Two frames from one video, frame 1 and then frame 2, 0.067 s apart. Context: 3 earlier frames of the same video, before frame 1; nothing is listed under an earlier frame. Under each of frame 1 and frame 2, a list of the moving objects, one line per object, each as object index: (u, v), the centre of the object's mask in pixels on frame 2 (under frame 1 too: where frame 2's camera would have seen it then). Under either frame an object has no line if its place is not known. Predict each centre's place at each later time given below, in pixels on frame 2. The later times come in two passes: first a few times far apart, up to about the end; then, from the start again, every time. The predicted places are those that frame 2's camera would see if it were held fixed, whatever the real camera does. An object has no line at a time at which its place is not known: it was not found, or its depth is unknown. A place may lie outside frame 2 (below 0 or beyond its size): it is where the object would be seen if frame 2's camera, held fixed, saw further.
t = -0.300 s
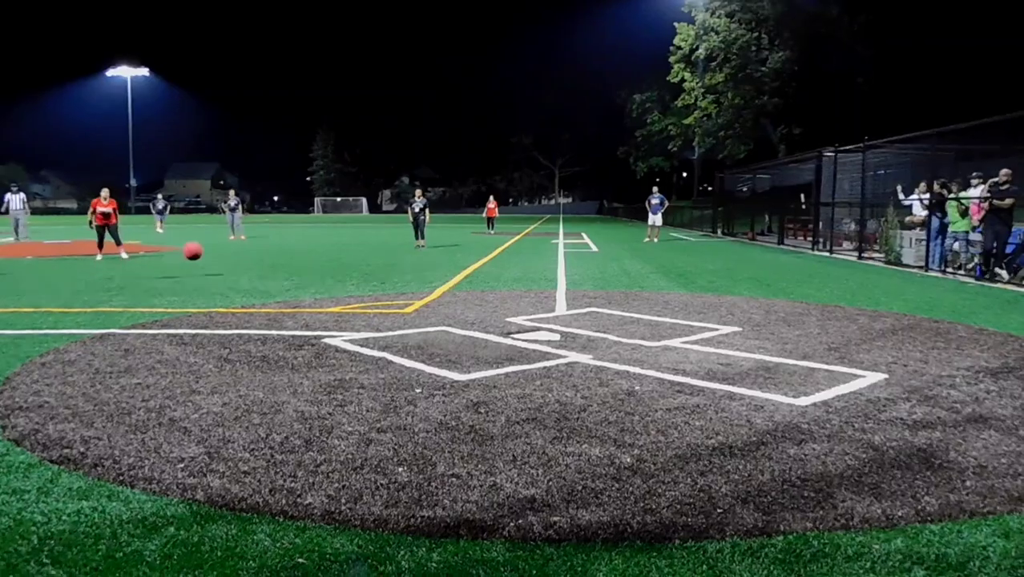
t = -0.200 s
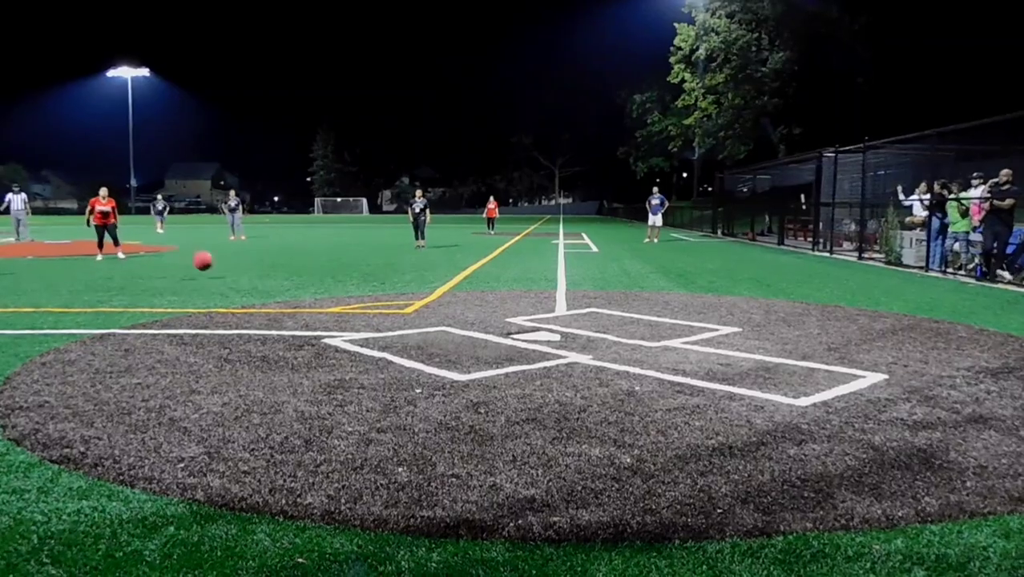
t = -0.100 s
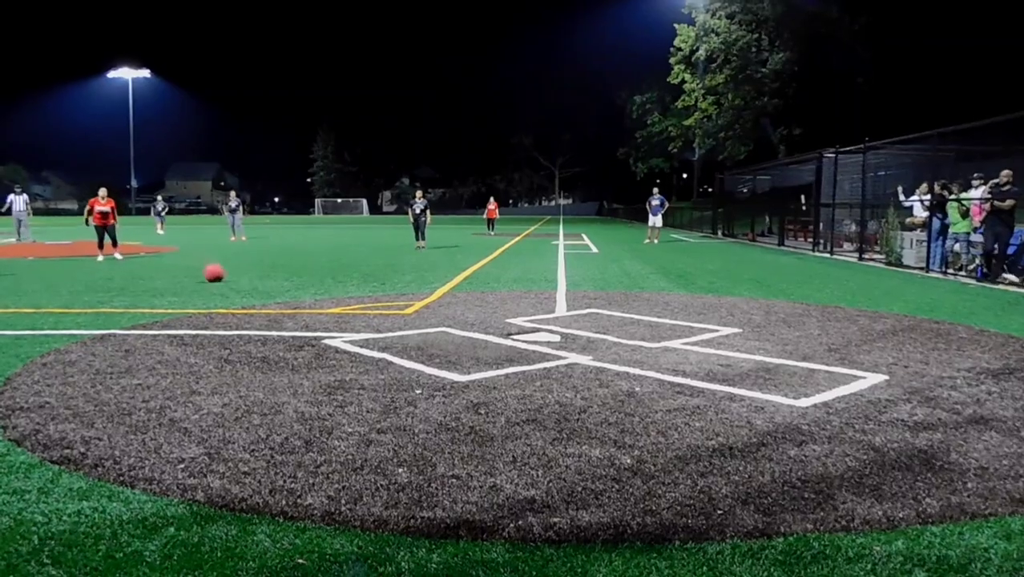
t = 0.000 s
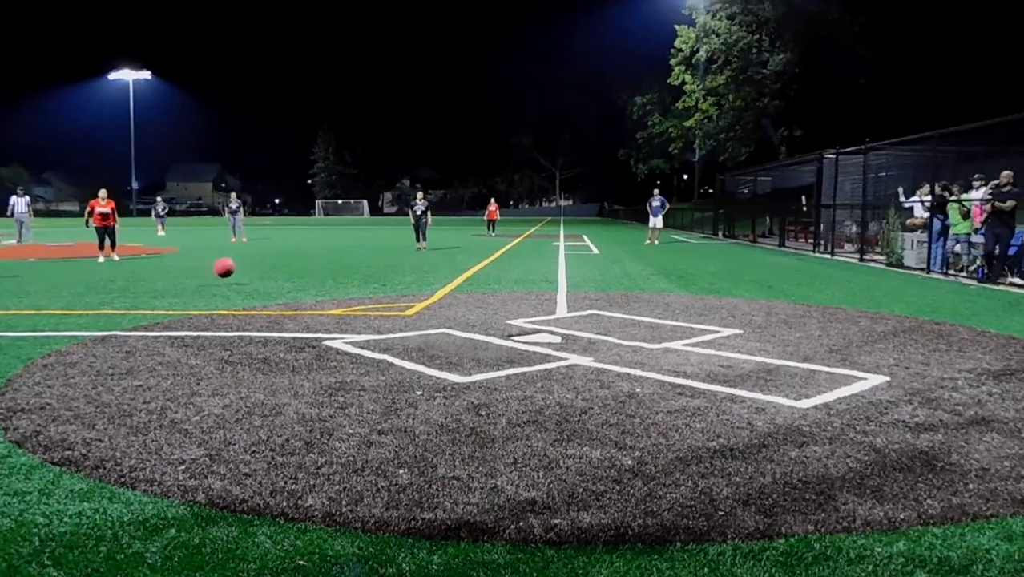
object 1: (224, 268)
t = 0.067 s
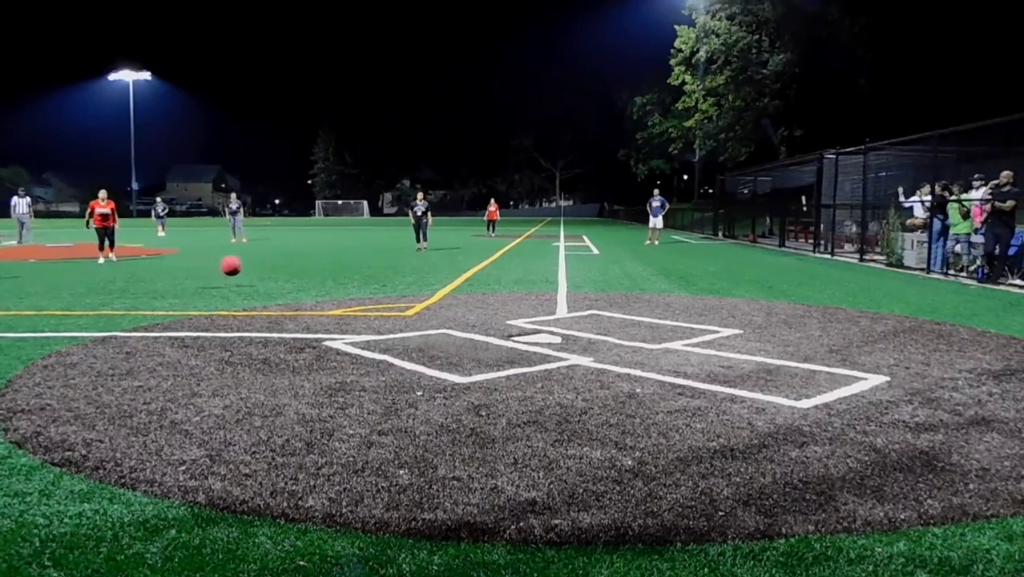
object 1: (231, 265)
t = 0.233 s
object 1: (249, 274)
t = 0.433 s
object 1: (272, 277)
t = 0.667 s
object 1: (302, 290)
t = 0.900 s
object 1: (337, 294)
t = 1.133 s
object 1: (378, 298)
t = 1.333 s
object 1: (415, 306)
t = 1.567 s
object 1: (464, 318)
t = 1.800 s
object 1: (516, 334)
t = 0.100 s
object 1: (234, 266)
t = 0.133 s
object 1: (238, 267)
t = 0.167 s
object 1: (242, 269)
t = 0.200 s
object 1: (245, 271)
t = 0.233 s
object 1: (249, 274)
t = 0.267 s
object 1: (253, 278)
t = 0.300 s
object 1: (257, 282)
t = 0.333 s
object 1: (261, 282)
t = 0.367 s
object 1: (264, 280)
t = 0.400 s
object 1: (268, 278)
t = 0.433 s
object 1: (272, 277)
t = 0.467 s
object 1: (276, 276)
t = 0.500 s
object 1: (280, 277)
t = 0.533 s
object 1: (284, 279)
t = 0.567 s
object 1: (289, 282)
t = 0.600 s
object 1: (293, 286)
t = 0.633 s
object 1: (298, 290)
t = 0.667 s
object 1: (302, 290)
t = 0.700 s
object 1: (307, 290)
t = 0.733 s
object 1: (312, 289)
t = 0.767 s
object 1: (317, 291)
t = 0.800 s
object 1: (322, 293)
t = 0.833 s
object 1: (327, 295)
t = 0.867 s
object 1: (332, 295)
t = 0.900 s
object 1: (337, 294)
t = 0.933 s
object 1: (343, 295)
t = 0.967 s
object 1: (350, 297)
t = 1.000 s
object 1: (356, 300)
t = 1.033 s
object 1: (362, 299)
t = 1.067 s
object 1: (366, 298)
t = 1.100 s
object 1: (372, 298)
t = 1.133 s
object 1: (378, 298)
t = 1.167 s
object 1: (384, 299)
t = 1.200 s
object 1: (390, 303)
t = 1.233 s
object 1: (397, 307)
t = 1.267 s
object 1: (403, 306)
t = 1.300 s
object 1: (409, 306)
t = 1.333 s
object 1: (415, 306)
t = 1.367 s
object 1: (421, 306)
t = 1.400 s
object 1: (428, 308)
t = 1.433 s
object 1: (436, 312)
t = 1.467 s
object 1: (443, 317)
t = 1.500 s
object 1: (450, 318)
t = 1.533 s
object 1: (458, 318)
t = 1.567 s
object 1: (464, 318)
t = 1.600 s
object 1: (471, 320)
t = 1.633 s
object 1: (477, 323)
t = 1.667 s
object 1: (485, 325)
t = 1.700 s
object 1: (493, 327)
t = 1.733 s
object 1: (501, 328)
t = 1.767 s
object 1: (509, 331)
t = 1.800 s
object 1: (516, 334)
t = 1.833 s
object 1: (524, 334)
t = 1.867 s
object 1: (533, 335)
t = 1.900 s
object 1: (541, 336)
